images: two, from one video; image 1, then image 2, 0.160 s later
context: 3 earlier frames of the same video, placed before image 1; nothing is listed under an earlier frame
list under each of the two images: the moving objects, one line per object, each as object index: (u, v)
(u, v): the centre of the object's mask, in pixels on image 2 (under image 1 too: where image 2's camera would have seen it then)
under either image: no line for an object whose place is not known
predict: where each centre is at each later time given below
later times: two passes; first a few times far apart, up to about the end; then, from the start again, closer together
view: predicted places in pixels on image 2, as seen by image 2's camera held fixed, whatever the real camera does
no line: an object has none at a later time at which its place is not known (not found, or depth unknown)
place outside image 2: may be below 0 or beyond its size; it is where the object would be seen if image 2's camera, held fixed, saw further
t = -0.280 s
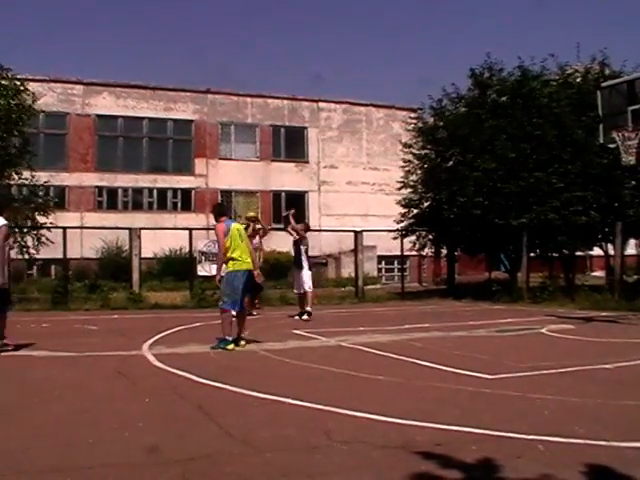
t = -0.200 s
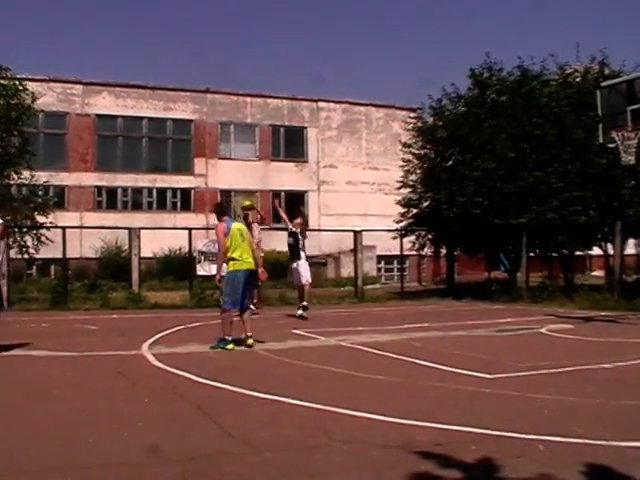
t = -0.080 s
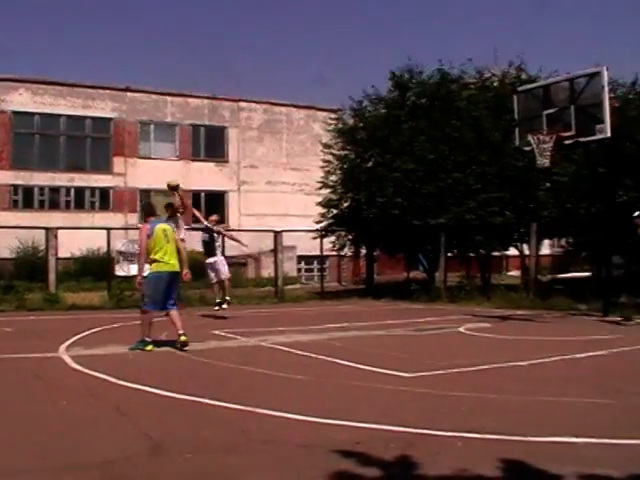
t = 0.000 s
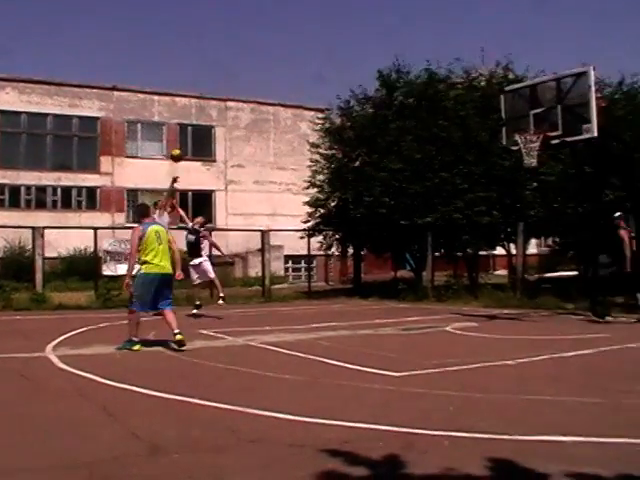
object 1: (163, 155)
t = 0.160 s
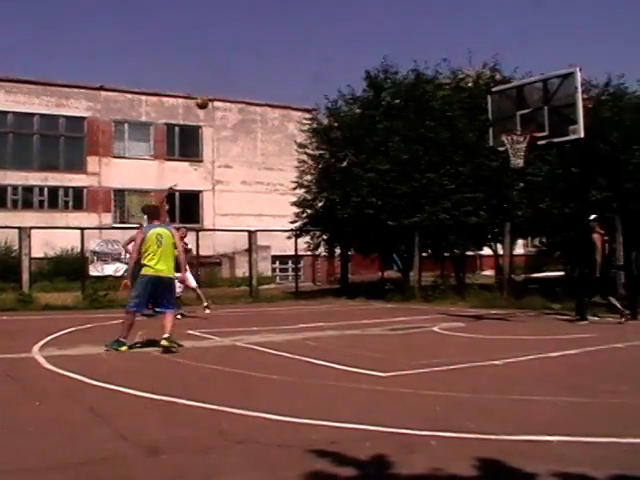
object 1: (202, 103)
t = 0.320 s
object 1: (242, 62)
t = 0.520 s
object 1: (293, 28)
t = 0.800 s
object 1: (371, 16)
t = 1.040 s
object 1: (442, 39)
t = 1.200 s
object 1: (493, 74)
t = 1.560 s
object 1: (490, 103)
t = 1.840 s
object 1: (425, 118)
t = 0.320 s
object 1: (242, 62)
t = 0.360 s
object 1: (252, 53)
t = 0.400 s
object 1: (263, 46)
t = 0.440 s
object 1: (273, 39)
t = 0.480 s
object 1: (283, 33)
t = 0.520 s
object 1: (293, 28)
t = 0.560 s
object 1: (304, 23)
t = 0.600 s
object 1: (315, 20)
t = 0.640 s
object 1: (326, 17)
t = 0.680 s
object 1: (337, 16)
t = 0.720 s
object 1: (348, 15)
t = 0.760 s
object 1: (359, 15)
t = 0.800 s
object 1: (371, 16)
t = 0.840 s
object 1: (383, 17)
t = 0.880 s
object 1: (395, 19)
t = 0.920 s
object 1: (406, 23)
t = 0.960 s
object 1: (418, 27)
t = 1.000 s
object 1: (430, 33)
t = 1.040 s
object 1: (442, 39)
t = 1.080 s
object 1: (454, 47)
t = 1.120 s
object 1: (467, 56)
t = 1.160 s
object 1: (480, 65)
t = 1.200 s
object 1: (493, 74)
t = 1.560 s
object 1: (490, 103)
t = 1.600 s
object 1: (480, 100)
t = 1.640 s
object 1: (472, 101)
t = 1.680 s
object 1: (463, 102)
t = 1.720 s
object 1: (454, 104)
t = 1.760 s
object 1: (444, 107)
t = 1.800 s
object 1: (434, 110)
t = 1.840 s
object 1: (425, 118)
